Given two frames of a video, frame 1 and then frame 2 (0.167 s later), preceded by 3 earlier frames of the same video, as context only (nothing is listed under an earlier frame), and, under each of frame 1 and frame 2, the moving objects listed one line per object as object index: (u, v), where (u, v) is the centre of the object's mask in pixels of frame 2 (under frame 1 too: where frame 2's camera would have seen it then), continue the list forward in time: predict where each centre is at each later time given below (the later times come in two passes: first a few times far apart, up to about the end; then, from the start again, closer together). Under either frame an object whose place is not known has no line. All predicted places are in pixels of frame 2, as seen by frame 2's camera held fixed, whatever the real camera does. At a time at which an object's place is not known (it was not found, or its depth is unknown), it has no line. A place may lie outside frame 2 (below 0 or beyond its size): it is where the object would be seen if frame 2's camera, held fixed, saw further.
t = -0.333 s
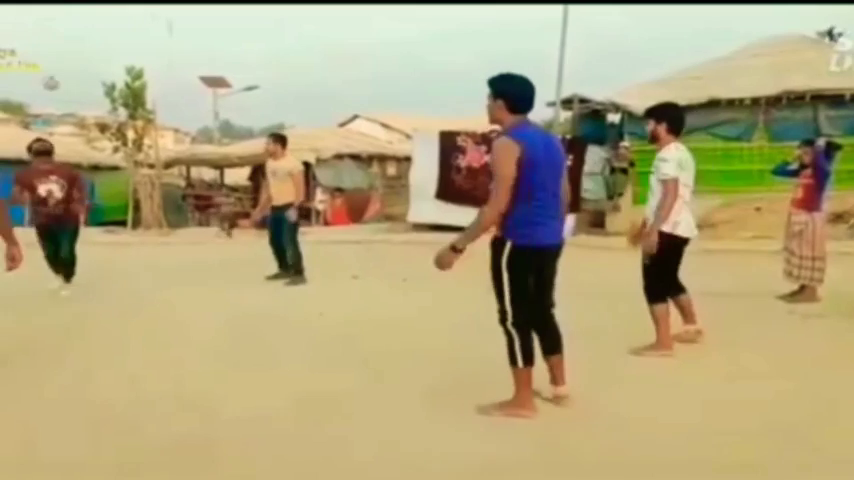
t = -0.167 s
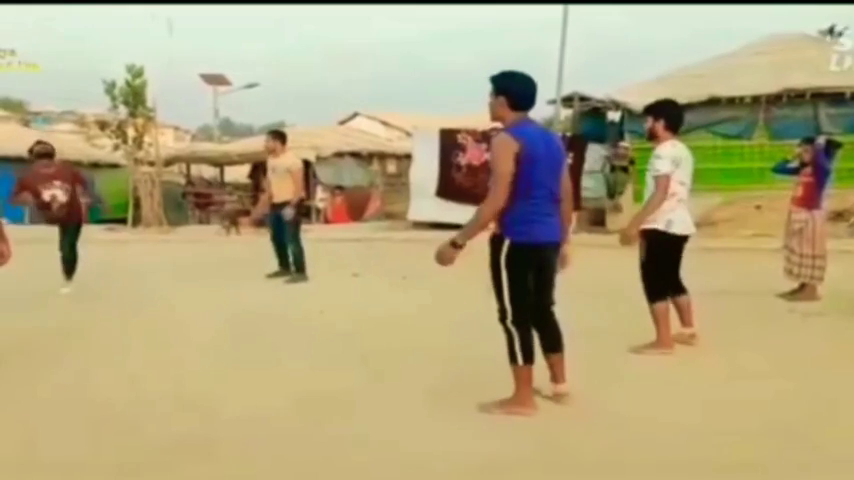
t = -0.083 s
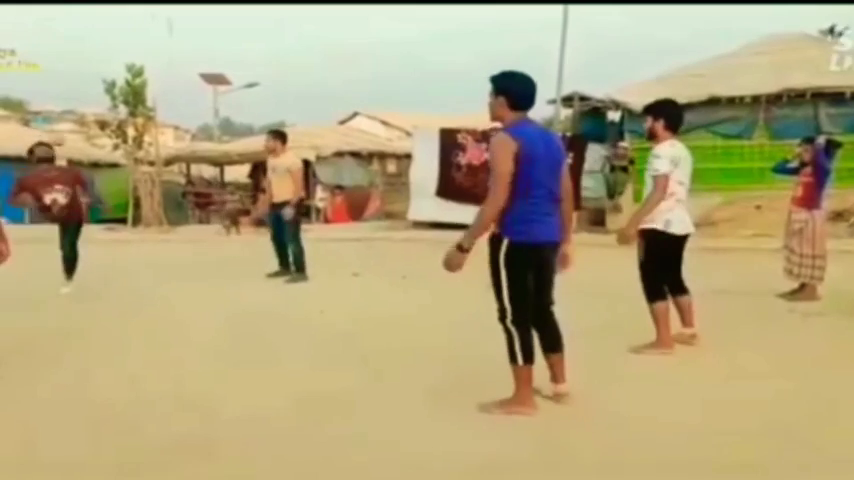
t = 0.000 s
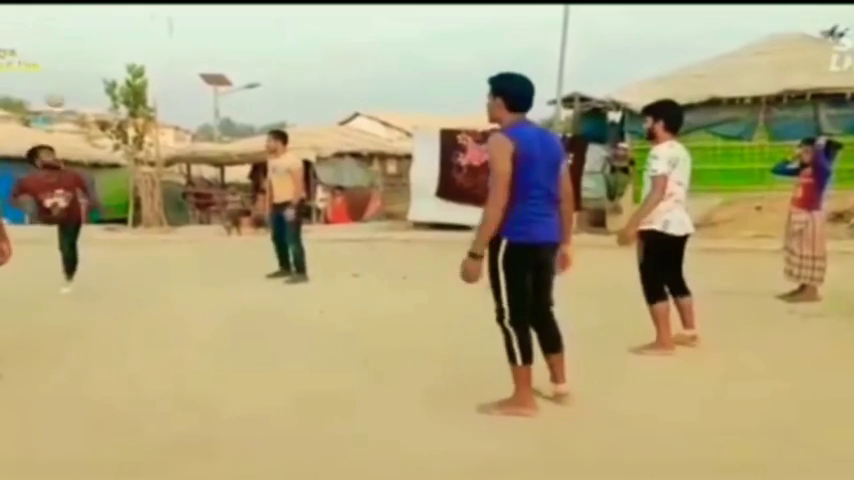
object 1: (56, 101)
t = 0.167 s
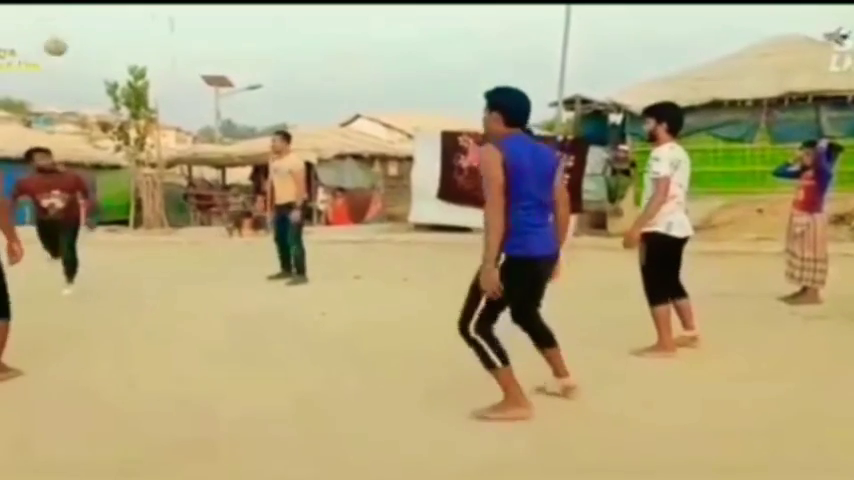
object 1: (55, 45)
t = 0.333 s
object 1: (55, 19)
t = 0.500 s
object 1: (59, 24)
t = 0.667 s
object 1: (66, 74)
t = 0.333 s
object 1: (55, 19)
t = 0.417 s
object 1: (56, 17)
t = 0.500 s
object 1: (59, 24)
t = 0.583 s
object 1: (62, 42)
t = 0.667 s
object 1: (66, 74)
